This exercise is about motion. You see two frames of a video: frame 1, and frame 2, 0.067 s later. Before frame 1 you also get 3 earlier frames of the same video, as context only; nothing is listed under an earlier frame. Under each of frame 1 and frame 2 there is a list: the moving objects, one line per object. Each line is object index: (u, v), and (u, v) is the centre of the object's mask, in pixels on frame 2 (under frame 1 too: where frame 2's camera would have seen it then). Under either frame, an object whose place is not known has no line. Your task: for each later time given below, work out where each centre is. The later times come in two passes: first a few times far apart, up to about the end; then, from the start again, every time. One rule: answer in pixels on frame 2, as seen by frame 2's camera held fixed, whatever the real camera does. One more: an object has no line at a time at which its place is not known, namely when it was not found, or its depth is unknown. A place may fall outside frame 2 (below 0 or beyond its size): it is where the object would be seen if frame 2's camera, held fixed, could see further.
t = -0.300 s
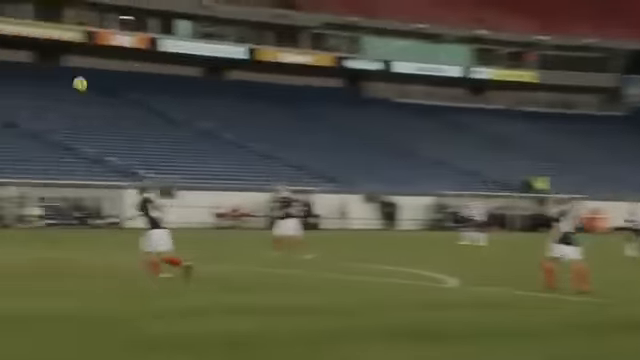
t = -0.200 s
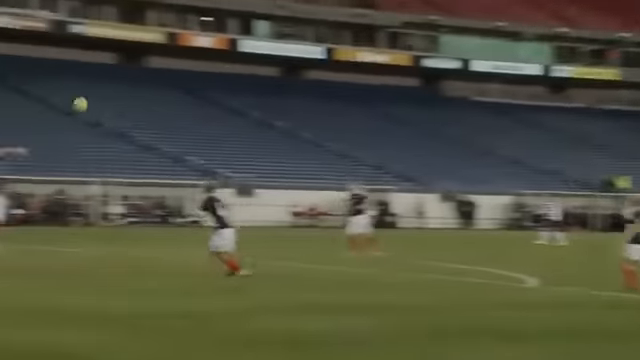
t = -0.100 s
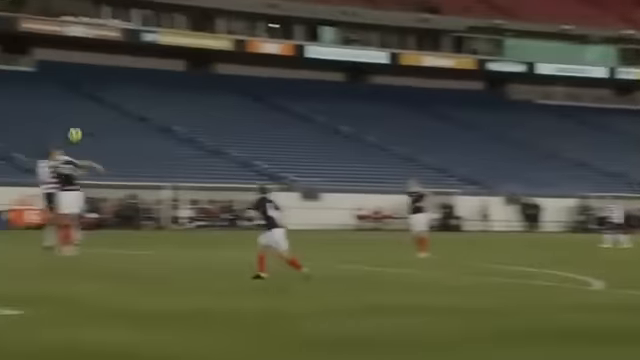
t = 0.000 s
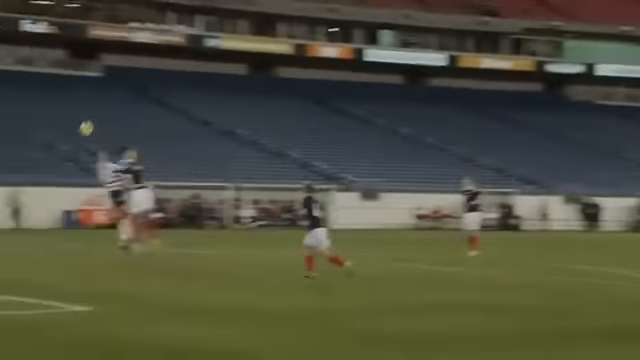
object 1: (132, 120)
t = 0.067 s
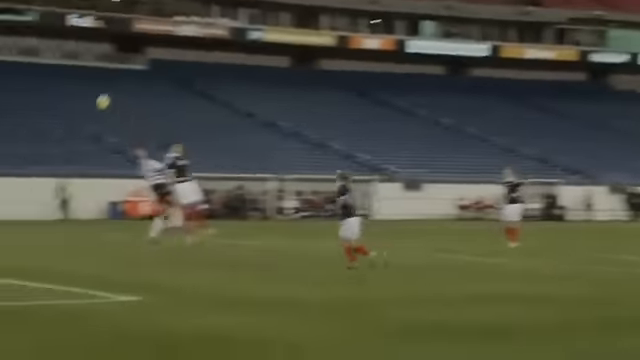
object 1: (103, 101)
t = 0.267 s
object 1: (16, 55)
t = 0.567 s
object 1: (-135, 25)
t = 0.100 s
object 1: (89, 92)
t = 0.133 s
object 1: (75, 84)
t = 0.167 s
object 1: (60, 76)
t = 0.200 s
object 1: (46, 69)
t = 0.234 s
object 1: (31, 61)
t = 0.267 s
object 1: (16, 55)
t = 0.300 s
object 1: (1, 49)
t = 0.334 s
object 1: (-16, 44)
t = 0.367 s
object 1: (-32, 40)
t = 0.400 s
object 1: (-48, 36)
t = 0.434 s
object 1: (-65, 32)
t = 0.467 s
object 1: (-82, 29)
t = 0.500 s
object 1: (-99, 27)
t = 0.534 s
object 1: (-117, 26)
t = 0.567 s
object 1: (-135, 25)
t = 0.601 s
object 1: (-153, 25)
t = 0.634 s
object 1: (-173, 25)
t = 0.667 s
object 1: (-191, 28)
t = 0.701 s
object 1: (-211, 30)
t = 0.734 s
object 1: (-229, 33)
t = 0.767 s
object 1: (-250, 37)
